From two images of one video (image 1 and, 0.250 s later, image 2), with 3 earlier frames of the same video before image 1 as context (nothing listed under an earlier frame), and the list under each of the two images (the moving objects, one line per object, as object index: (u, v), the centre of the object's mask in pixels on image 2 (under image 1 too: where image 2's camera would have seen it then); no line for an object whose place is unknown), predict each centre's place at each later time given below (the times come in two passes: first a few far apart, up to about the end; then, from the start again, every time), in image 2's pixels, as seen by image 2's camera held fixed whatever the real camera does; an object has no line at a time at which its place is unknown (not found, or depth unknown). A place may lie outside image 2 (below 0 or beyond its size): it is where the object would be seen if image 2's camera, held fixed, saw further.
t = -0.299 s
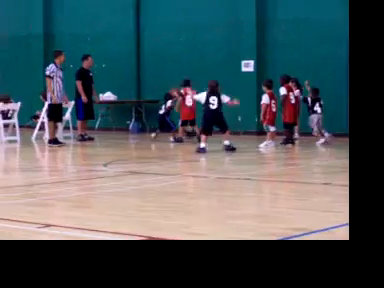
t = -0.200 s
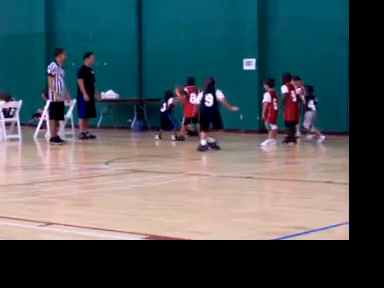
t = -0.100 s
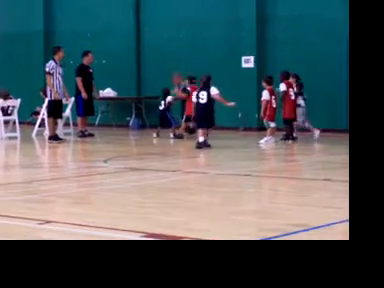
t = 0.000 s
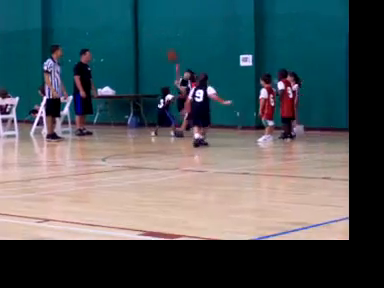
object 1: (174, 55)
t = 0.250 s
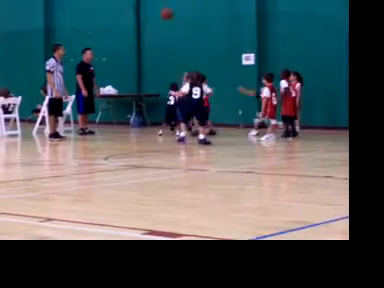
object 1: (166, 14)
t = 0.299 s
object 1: (165, 9)
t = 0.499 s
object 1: (157, 2)
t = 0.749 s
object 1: (149, 23)
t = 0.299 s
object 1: (165, 9)
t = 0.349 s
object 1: (163, 6)
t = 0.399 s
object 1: (161, 3)
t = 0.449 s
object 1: (159, 1)
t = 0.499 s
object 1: (157, 2)
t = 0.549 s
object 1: (156, 4)
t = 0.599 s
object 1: (154, 6)
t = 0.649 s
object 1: (152, 11)
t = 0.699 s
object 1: (150, 17)
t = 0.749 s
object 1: (149, 23)
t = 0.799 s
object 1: (146, 32)
